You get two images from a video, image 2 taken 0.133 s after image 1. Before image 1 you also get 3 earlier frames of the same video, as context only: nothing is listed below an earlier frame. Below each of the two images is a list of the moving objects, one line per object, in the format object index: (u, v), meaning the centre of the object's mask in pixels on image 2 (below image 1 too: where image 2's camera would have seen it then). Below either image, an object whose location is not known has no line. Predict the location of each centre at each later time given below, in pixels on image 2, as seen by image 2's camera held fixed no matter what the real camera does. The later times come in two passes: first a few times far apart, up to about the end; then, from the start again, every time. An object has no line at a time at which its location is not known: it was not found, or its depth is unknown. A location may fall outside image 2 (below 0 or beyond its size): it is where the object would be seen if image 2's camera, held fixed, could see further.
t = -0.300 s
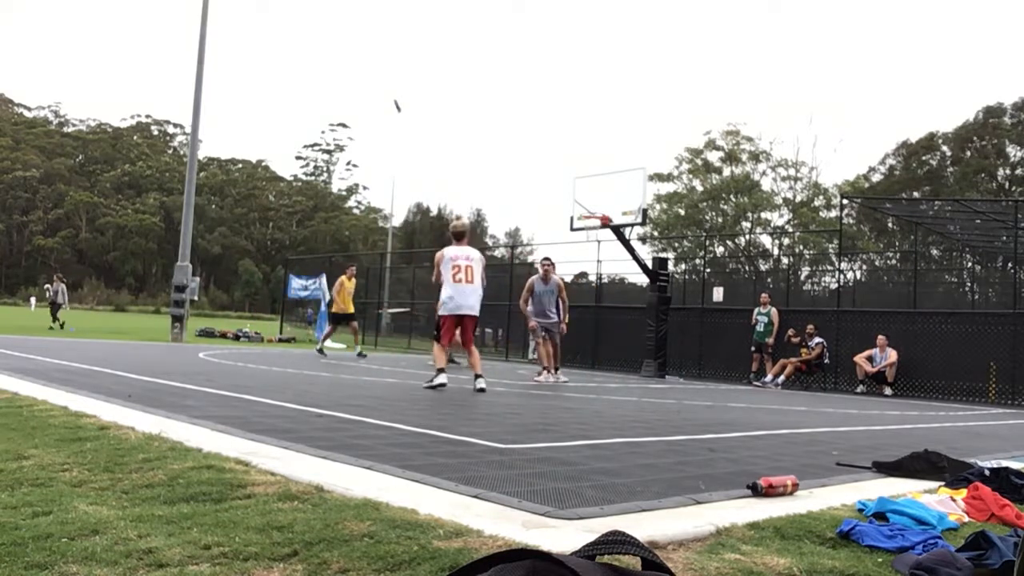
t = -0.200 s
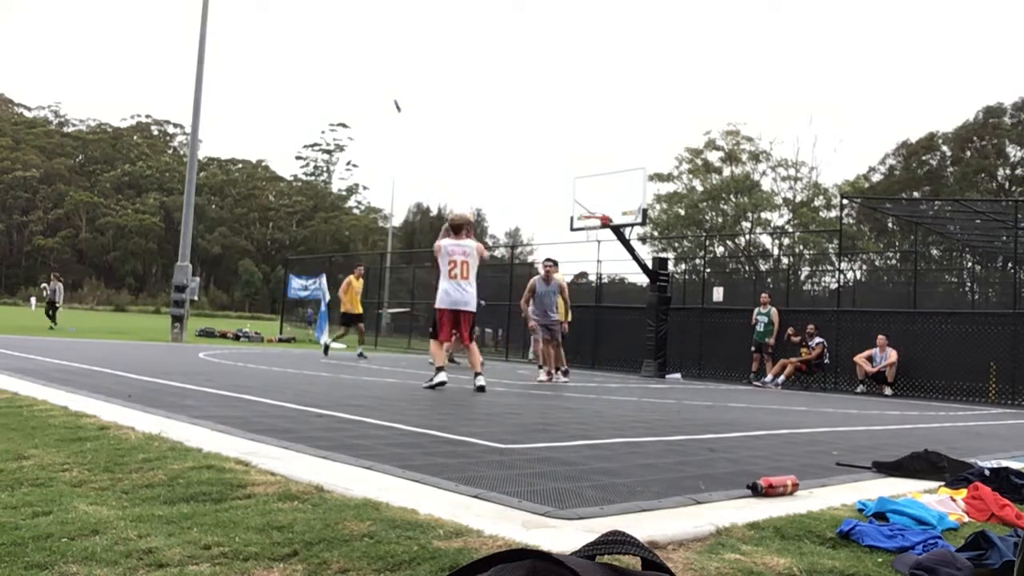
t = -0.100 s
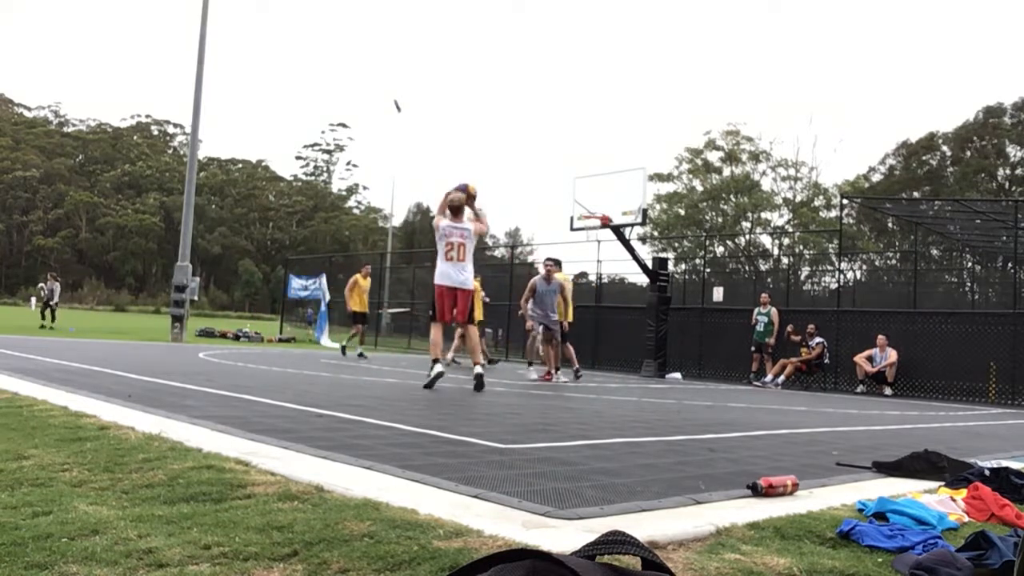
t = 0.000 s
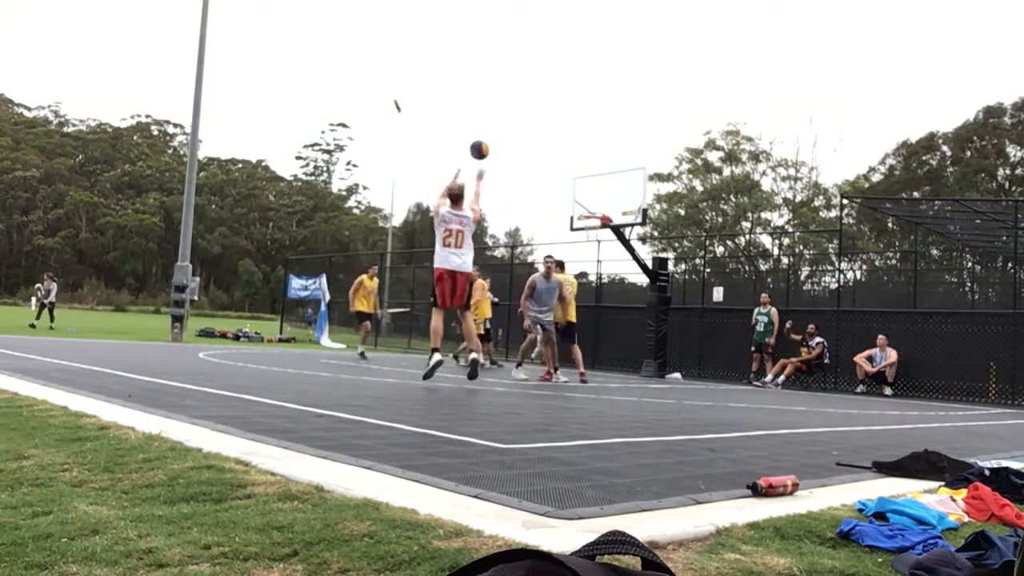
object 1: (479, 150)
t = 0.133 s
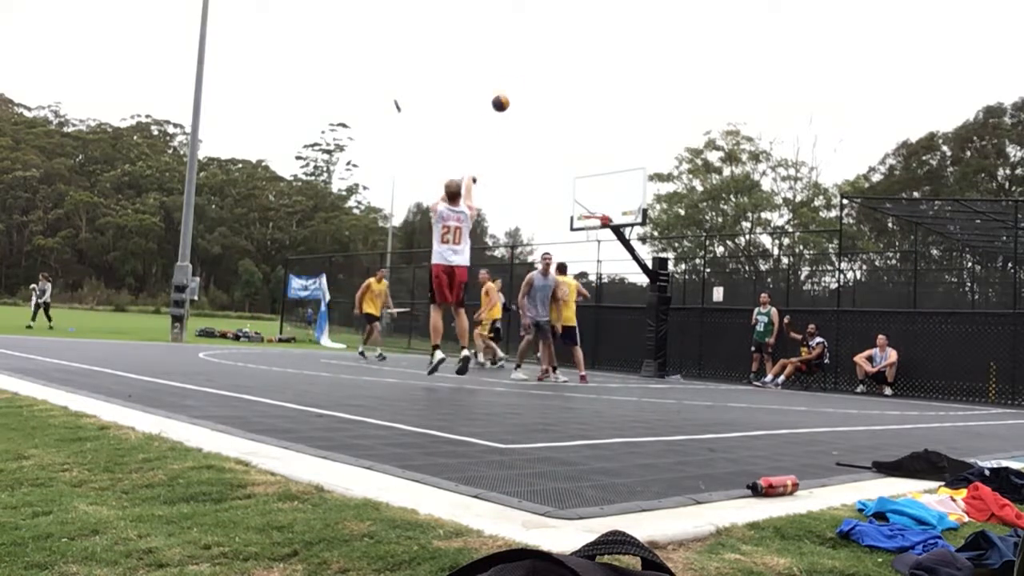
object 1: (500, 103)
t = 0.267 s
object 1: (518, 76)
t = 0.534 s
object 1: (546, 66)
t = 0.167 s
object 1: (505, 94)
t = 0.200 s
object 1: (510, 87)
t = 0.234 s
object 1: (514, 81)
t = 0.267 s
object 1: (518, 76)
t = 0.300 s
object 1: (522, 71)
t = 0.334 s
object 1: (526, 68)
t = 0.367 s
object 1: (530, 66)
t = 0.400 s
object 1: (534, 64)
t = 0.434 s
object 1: (537, 63)
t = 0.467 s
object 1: (540, 64)
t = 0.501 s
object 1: (543, 64)
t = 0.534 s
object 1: (546, 66)
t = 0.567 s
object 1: (549, 68)
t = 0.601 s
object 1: (552, 71)
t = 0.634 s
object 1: (554, 74)
